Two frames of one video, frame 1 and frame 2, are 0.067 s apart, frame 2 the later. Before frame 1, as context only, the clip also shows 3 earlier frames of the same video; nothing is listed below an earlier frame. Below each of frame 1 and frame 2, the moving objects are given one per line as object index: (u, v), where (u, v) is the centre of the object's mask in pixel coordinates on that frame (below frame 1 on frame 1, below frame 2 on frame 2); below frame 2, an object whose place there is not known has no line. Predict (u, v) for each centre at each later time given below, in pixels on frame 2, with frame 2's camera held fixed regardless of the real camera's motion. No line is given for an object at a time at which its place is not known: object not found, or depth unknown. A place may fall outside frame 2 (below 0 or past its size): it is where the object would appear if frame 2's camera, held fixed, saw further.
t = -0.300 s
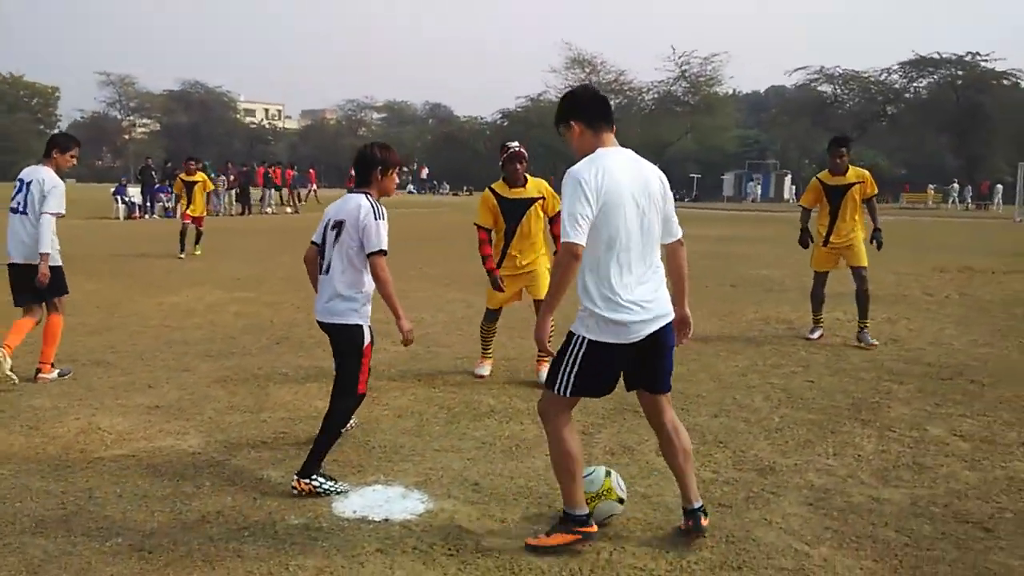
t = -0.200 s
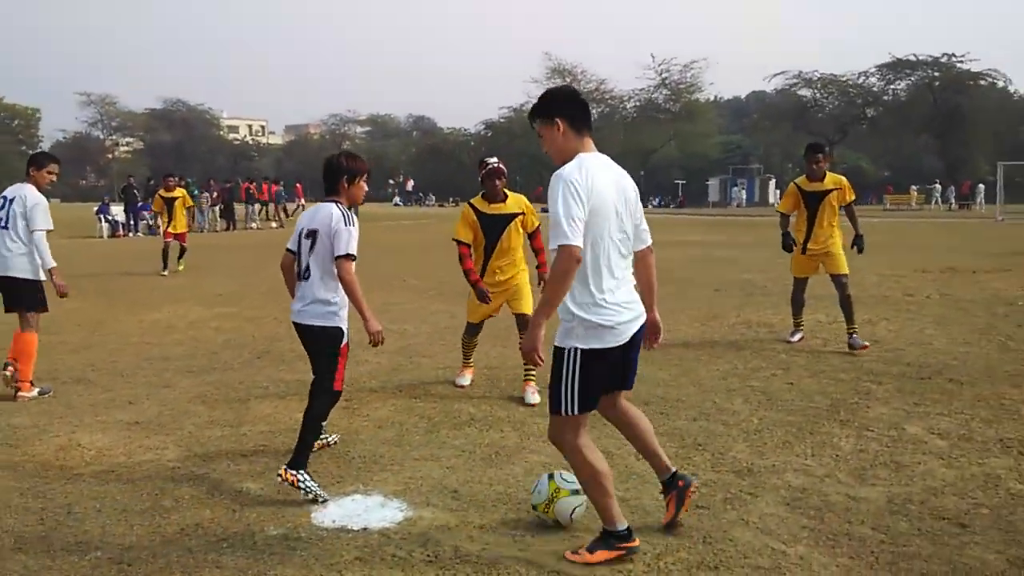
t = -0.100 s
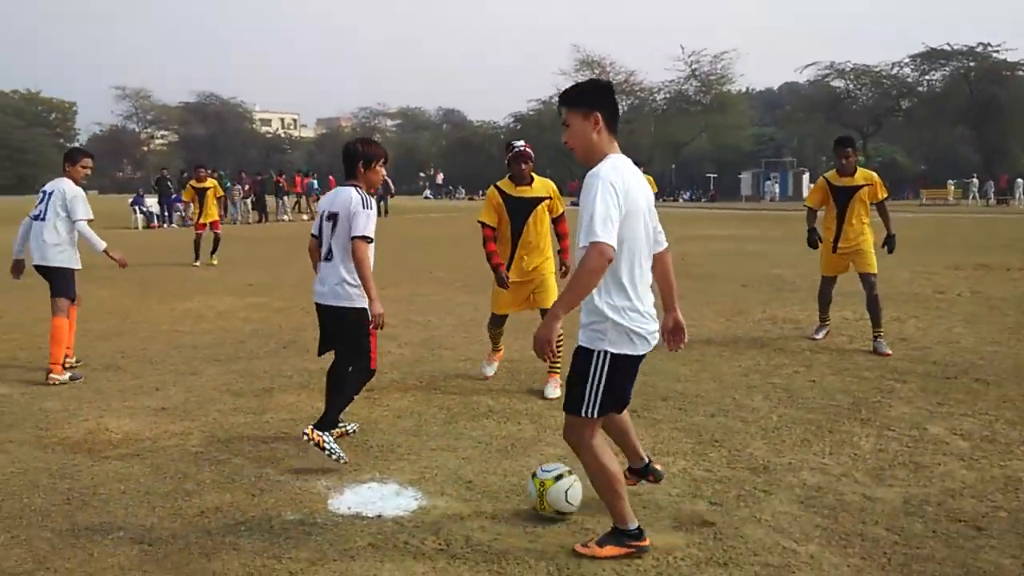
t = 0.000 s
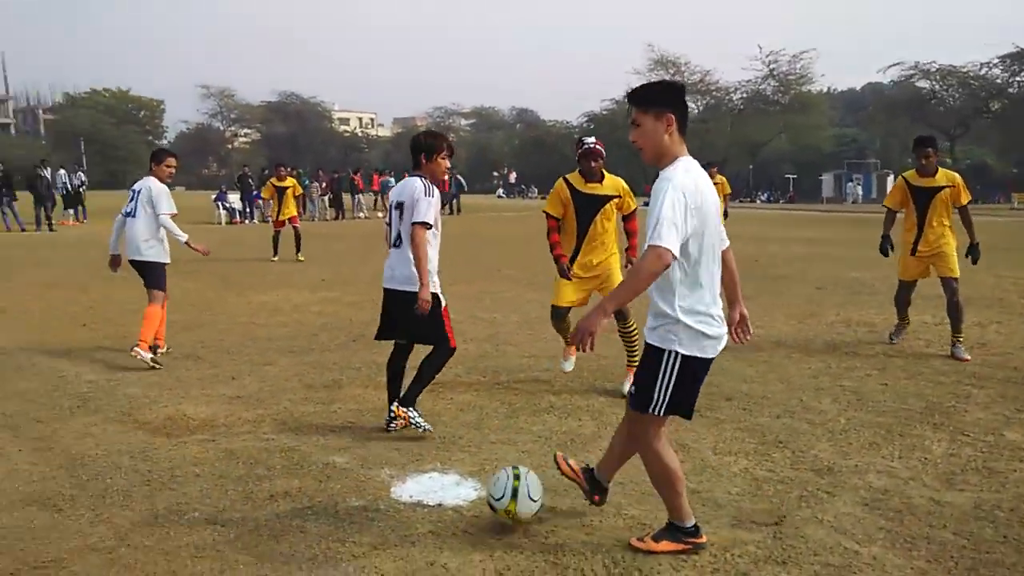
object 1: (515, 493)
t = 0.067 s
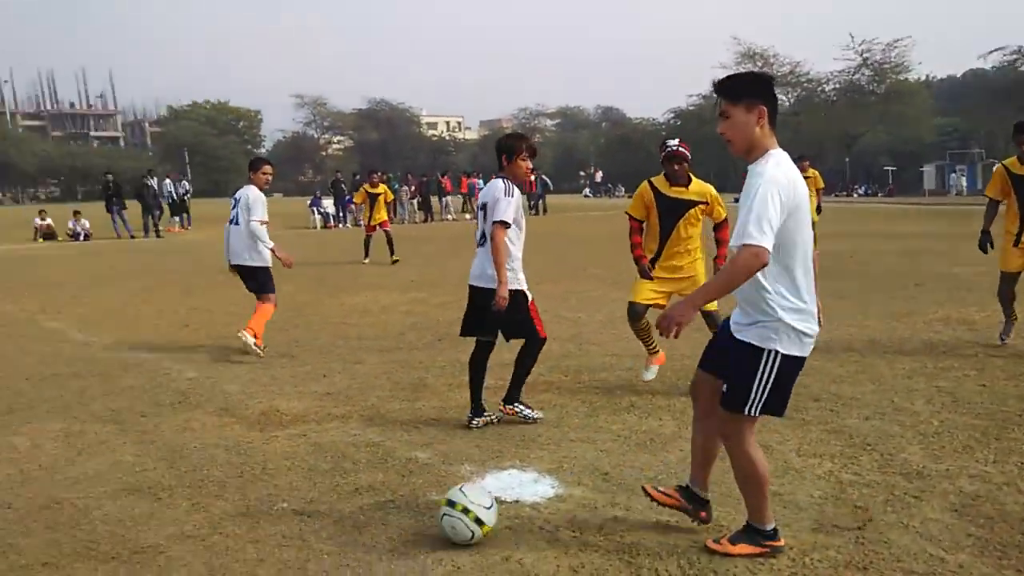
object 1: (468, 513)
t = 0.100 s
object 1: (409, 514)
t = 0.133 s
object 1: (350, 517)
